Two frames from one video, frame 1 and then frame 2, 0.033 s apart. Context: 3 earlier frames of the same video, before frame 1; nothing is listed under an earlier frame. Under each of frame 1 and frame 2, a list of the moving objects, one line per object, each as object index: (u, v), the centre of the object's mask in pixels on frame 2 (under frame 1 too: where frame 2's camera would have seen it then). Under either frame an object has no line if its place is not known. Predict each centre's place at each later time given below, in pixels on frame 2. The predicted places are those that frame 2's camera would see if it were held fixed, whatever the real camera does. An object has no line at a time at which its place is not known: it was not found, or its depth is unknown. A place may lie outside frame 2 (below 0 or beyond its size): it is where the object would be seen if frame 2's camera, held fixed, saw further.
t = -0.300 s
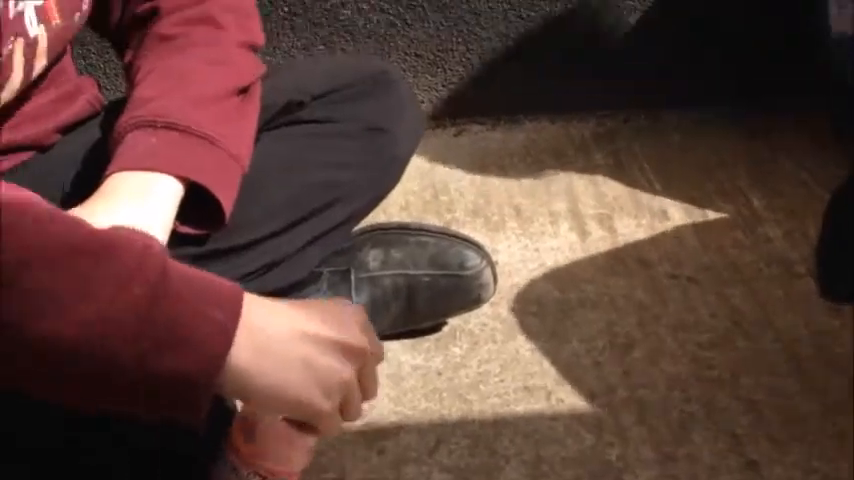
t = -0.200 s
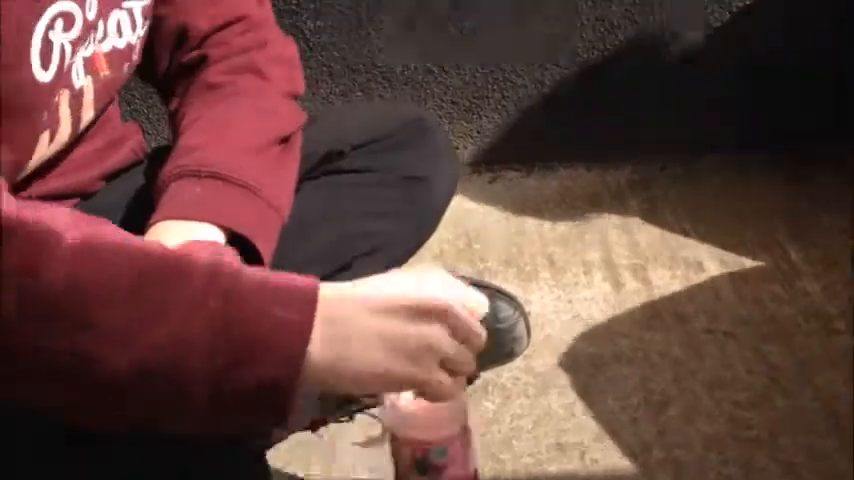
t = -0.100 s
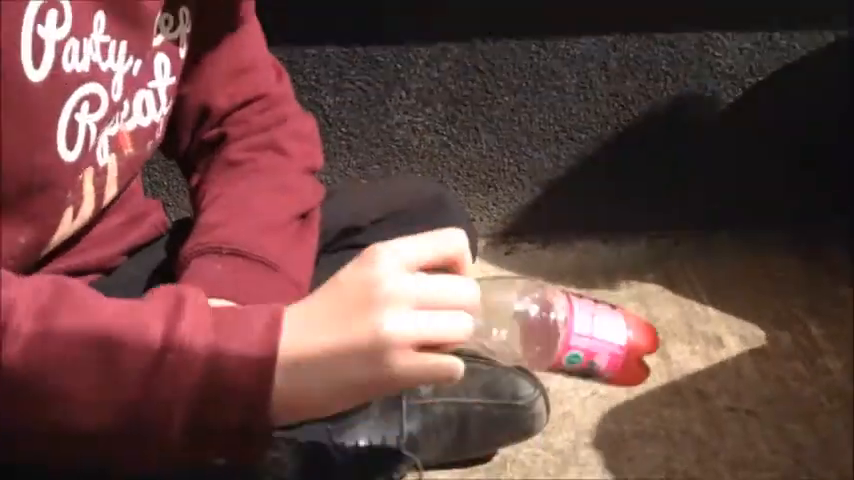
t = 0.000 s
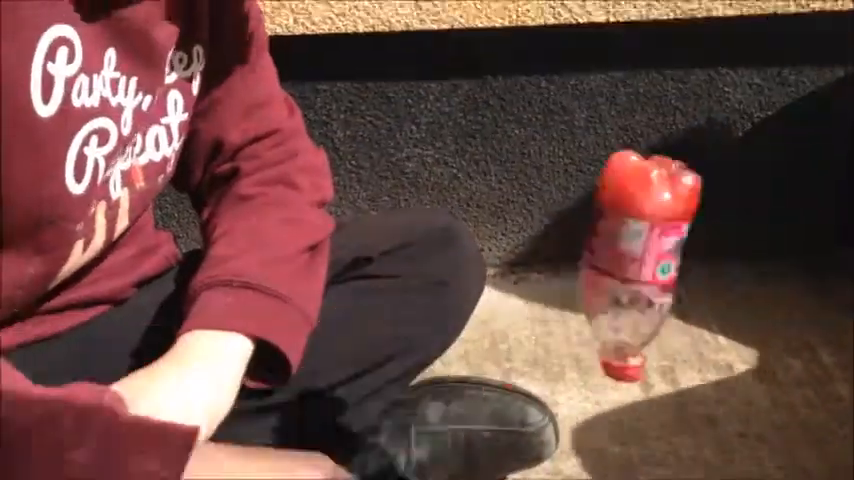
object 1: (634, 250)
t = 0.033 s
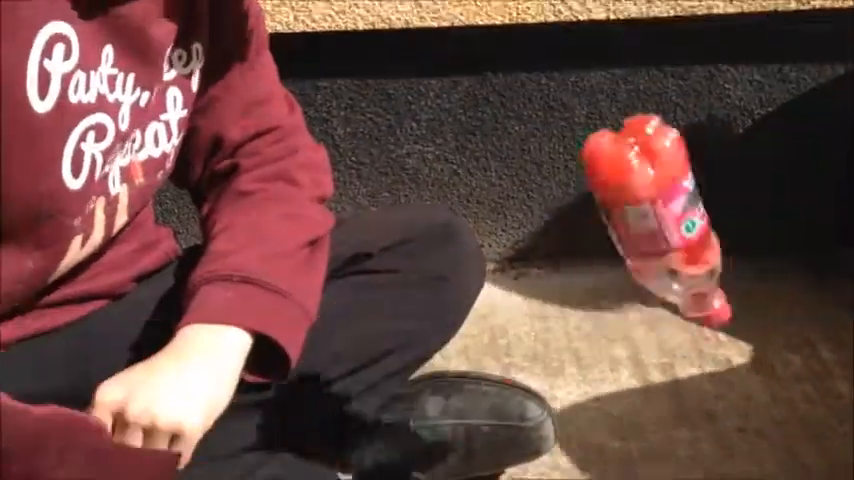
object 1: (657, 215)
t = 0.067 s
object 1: (671, 194)
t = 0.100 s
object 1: (685, 193)
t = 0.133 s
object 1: (696, 208)
